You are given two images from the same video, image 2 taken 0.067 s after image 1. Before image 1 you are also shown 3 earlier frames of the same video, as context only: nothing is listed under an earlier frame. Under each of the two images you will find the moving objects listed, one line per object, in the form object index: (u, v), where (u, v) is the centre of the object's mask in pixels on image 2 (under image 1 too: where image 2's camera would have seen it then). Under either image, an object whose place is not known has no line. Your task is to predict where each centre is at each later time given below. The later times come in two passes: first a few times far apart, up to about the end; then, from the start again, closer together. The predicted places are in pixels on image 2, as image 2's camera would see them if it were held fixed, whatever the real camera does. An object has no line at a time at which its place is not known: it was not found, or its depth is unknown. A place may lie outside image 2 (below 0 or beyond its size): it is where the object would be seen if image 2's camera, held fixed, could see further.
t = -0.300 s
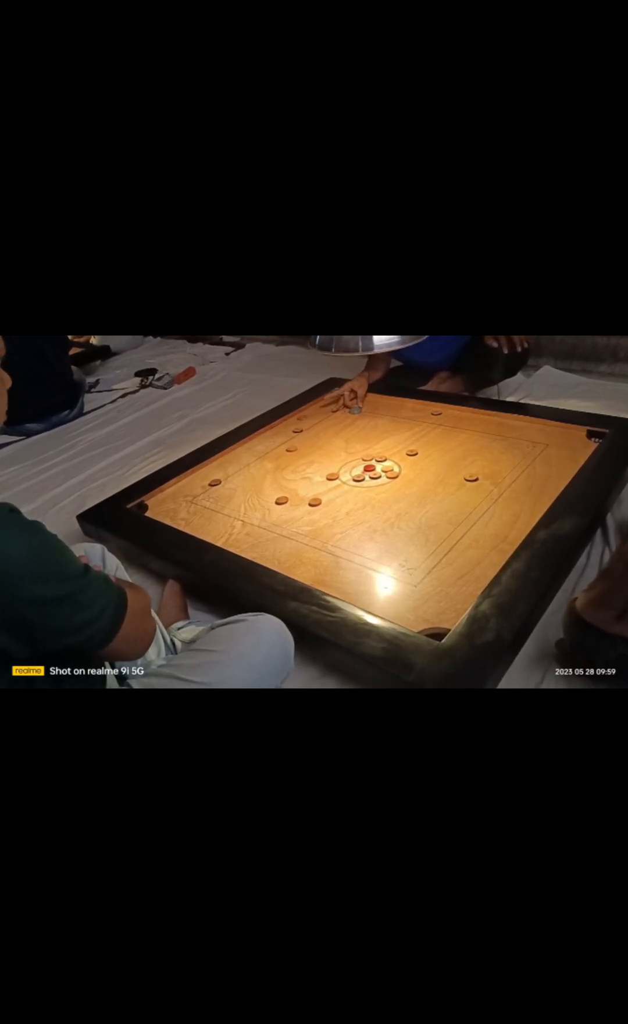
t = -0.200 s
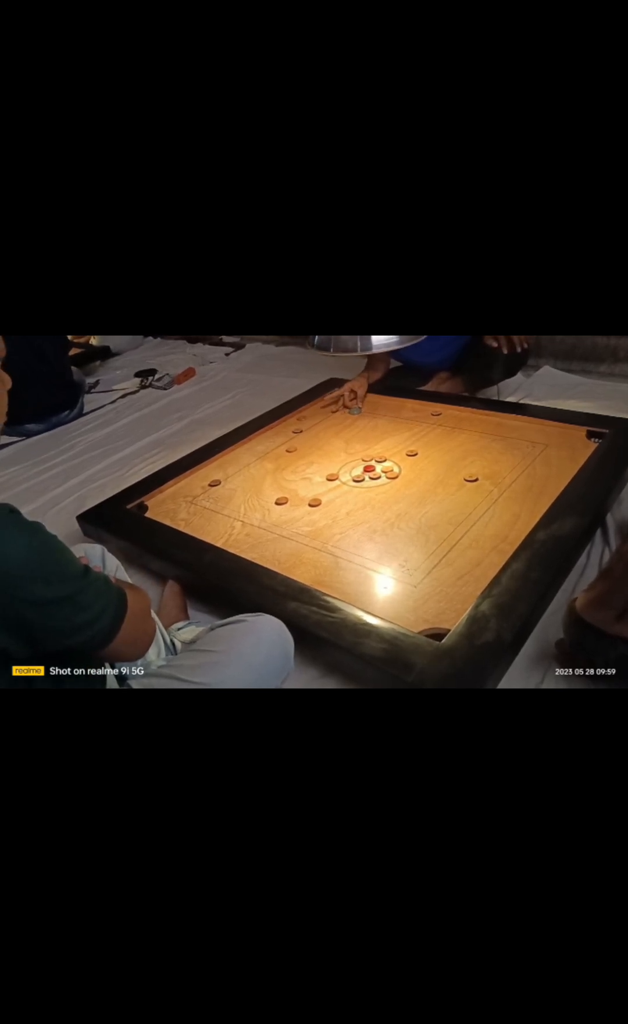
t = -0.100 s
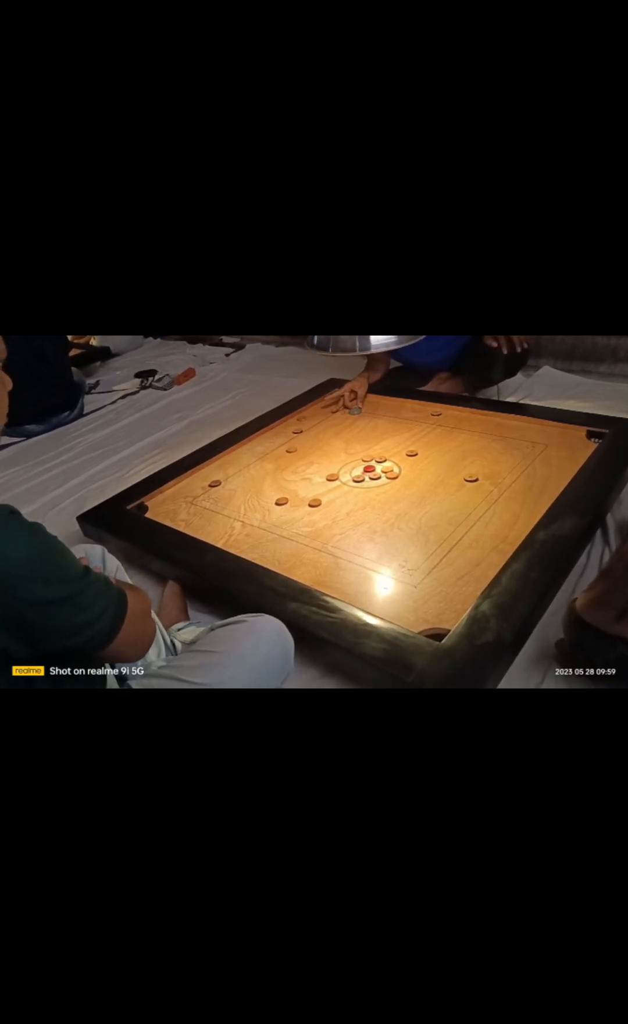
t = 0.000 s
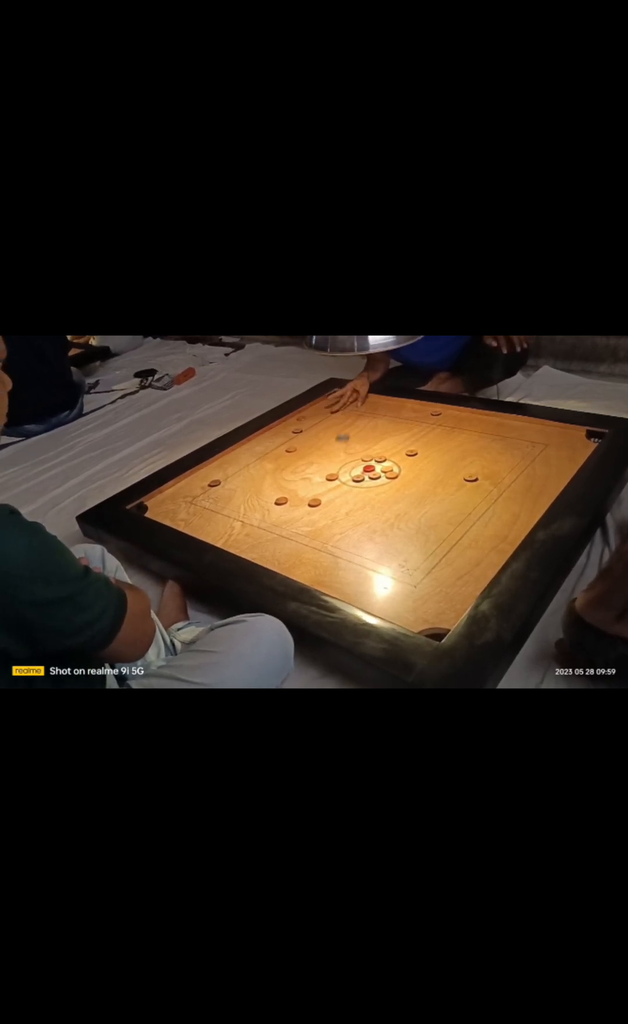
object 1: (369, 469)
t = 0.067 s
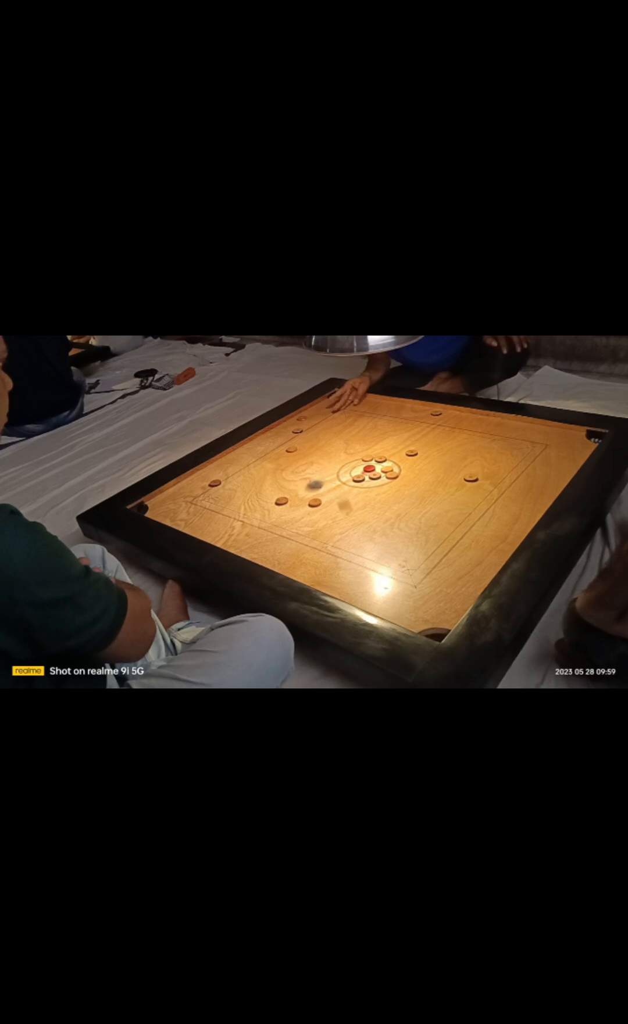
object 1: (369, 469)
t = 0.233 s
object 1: (369, 469)
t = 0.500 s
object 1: (339, 452)
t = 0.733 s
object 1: (320, 440)
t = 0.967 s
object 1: (319, 439)
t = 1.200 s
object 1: (319, 439)
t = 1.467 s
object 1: (319, 438)
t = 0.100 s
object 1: (369, 469)
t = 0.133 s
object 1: (369, 469)
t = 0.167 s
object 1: (369, 469)
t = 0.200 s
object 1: (369, 469)
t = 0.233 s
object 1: (369, 469)
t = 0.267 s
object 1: (369, 469)
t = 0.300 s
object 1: (369, 469)
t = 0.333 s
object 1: (369, 468)
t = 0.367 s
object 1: (364, 466)
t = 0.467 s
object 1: (344, 456)
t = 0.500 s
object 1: (339, 452)
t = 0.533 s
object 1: (334, 449)
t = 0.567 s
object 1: (331, 447)
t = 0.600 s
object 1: (328, 445)
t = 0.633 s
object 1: (325, 443)
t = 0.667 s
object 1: (323, 442)
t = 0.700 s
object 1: (321, 441)
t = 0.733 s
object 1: (320, 440)
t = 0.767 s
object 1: (319, 439)
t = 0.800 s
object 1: (319, 439)
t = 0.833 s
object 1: (319, 439)
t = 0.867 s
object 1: (319, 439)
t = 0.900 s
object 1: (319, 439)
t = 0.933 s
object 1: (319, 439)
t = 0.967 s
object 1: (319, 439)
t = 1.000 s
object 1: (319, 439)
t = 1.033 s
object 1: (319, 439)
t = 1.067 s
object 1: (319, 439)
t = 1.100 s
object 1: (319, 439)
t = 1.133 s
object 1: (319, 439)
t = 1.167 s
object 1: (319, 439)
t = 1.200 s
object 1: (319, 439)
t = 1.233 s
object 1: (319, 439)
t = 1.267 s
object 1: (319, 439)
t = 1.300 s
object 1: (319, 439)
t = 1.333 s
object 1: (319, 438)
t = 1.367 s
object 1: (319, 438)
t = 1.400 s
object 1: (319, 438)
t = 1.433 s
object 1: (319, 438)
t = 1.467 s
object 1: (319, 438)
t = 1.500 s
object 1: (319, 438)
